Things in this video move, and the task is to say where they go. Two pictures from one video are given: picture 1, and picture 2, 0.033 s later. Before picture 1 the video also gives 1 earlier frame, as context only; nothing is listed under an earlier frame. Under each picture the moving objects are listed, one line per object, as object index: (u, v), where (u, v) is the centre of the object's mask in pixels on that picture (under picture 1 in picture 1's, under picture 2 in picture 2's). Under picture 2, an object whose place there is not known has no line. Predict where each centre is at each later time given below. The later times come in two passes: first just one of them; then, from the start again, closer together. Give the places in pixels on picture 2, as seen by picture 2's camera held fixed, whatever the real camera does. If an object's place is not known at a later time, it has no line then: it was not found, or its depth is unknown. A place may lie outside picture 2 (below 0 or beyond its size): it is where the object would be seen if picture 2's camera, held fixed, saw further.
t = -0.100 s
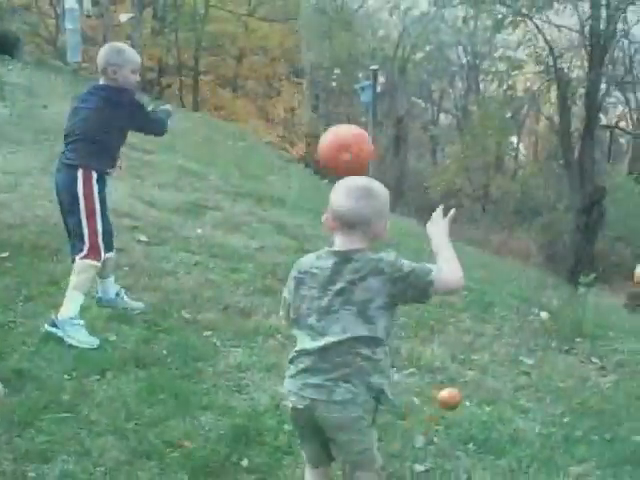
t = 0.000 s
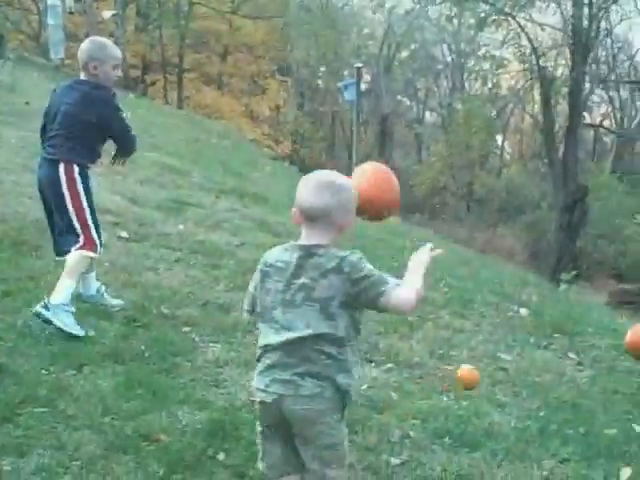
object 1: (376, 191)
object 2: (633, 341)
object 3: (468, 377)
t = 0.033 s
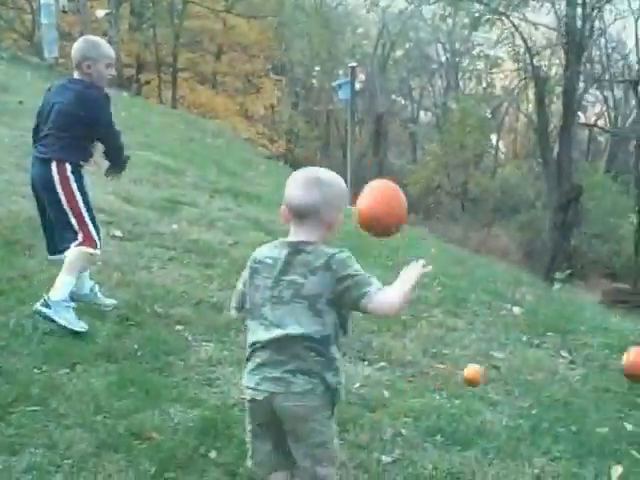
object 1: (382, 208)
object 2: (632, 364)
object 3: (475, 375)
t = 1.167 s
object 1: (737, 365)
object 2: (850, 390)
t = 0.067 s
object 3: (485, 376)
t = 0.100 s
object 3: (498, 380)
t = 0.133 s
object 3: (509, 386)
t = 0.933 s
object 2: (811, 383)
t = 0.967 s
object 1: (685, 345)
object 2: (818, 380)
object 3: (782, 408)
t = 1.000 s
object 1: (695, 347)
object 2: (822, 378)
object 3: (791, 409)
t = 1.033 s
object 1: (704, 350)
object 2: (829, 379)
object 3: (797, 412)
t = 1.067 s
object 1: (713, 354)
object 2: (835, 380)
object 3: (805, 417)
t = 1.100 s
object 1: (722, 359)
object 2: (840, 383)
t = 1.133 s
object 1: (730, 364)
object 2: (845, 386)
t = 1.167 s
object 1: (737, 365)
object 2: (850, 390)
